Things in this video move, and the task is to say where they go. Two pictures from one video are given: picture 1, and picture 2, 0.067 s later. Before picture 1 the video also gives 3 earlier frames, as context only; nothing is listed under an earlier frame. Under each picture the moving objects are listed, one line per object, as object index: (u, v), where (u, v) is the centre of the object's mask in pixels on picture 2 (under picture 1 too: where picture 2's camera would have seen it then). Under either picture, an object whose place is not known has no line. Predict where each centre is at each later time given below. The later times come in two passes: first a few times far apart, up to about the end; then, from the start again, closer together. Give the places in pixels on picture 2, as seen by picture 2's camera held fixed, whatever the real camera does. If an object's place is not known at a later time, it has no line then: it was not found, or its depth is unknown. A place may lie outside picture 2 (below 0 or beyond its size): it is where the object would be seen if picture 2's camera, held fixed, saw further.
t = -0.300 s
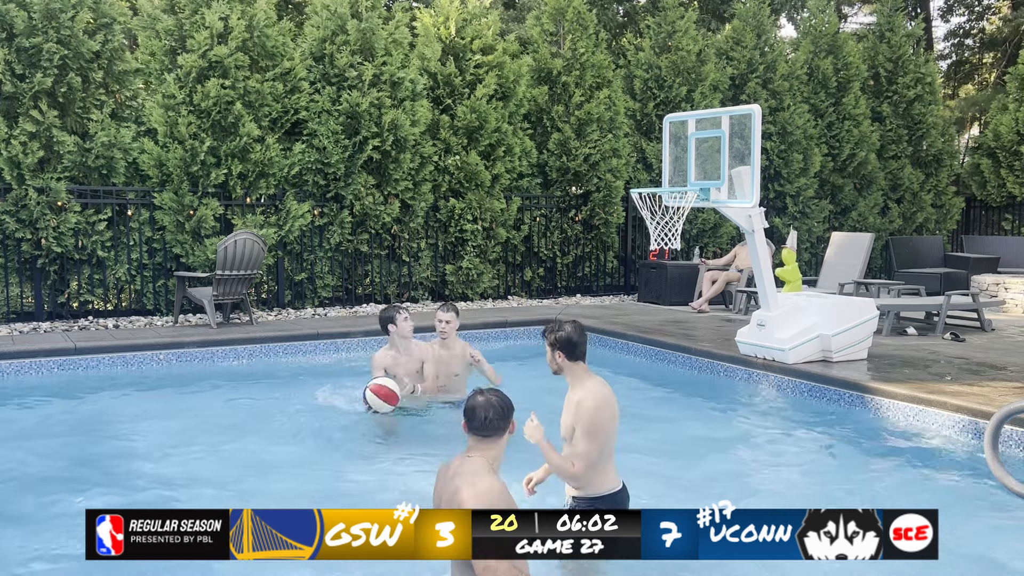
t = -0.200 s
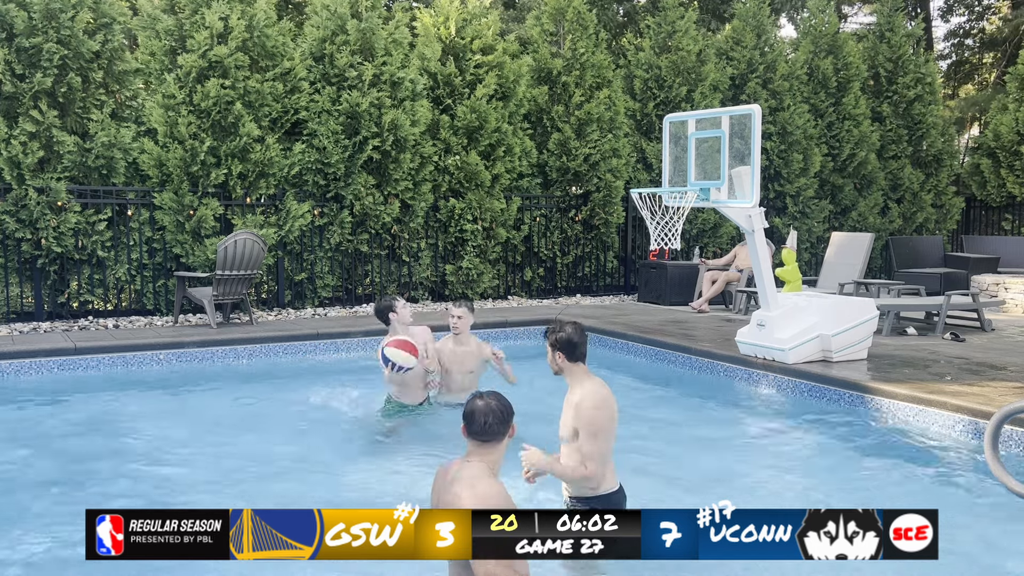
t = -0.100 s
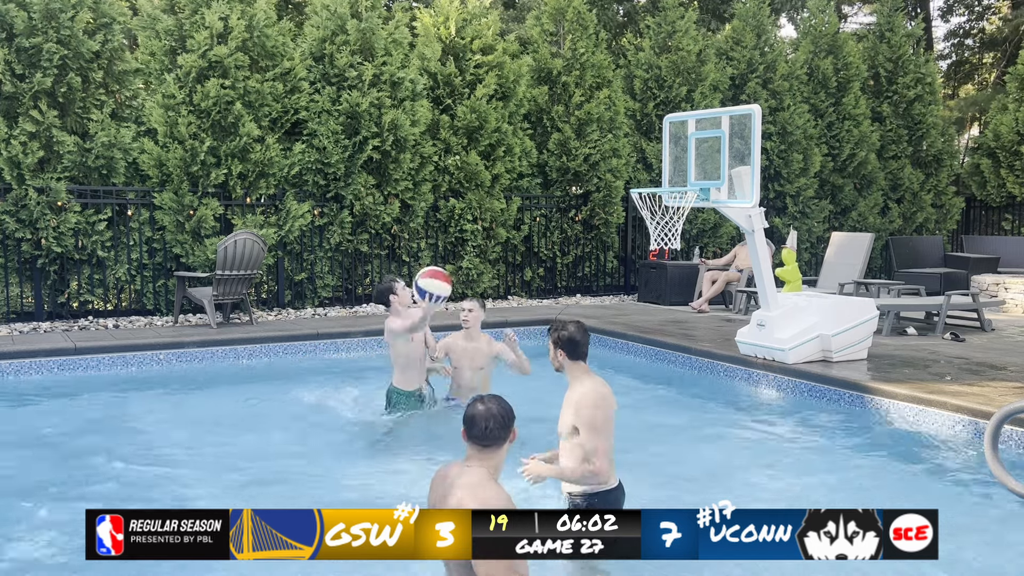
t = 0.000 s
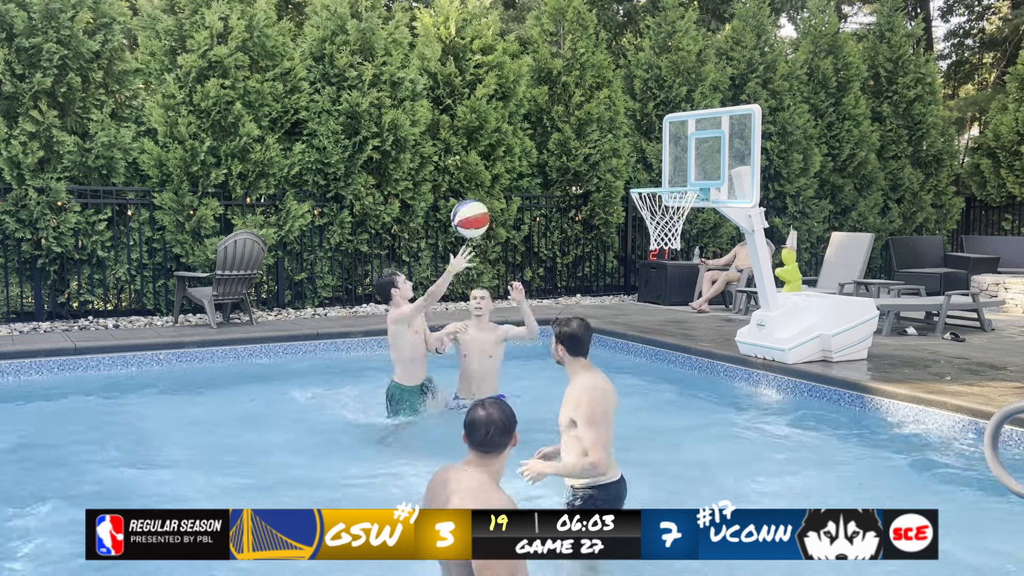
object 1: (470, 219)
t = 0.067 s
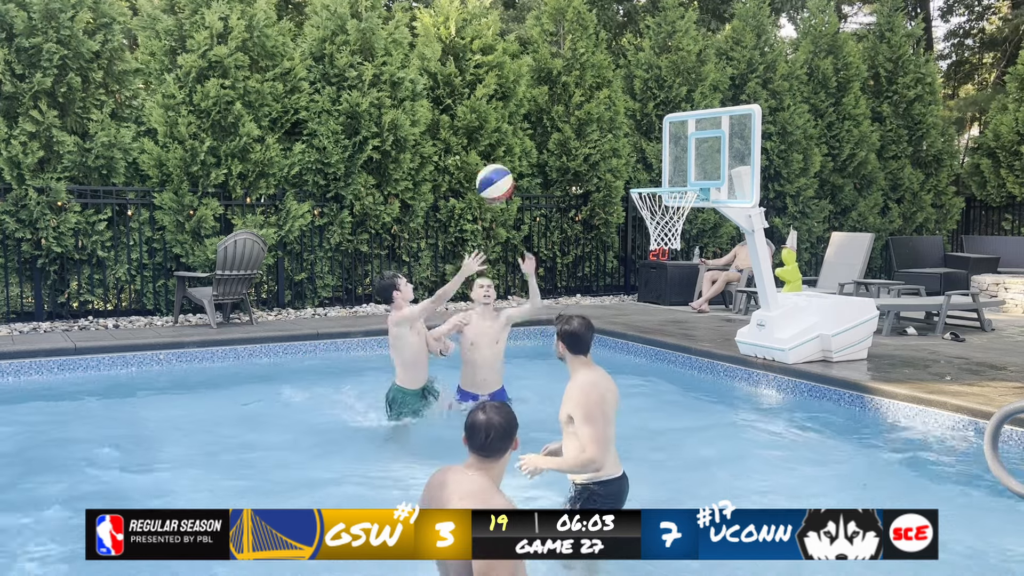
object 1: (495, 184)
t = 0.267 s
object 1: (564, 123)
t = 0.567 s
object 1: (651, 145)
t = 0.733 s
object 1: (665, 175)
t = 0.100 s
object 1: (506, 169)
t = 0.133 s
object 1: (518, 156)
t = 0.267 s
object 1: (564, 123)
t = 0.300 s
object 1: (574, 119)
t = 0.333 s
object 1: (585, 118)
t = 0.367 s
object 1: (596, 116)
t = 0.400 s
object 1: (606, 117)
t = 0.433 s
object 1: (615, 120)
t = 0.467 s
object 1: (625, 124)
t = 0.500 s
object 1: (634, 130)
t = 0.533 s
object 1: (643, 137)
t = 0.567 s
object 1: (651, 145)
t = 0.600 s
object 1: (661, 155)
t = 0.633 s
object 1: (668, 166)
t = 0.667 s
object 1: (675, 176)
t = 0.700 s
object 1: (671, 176)
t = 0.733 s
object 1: (665, 175)
